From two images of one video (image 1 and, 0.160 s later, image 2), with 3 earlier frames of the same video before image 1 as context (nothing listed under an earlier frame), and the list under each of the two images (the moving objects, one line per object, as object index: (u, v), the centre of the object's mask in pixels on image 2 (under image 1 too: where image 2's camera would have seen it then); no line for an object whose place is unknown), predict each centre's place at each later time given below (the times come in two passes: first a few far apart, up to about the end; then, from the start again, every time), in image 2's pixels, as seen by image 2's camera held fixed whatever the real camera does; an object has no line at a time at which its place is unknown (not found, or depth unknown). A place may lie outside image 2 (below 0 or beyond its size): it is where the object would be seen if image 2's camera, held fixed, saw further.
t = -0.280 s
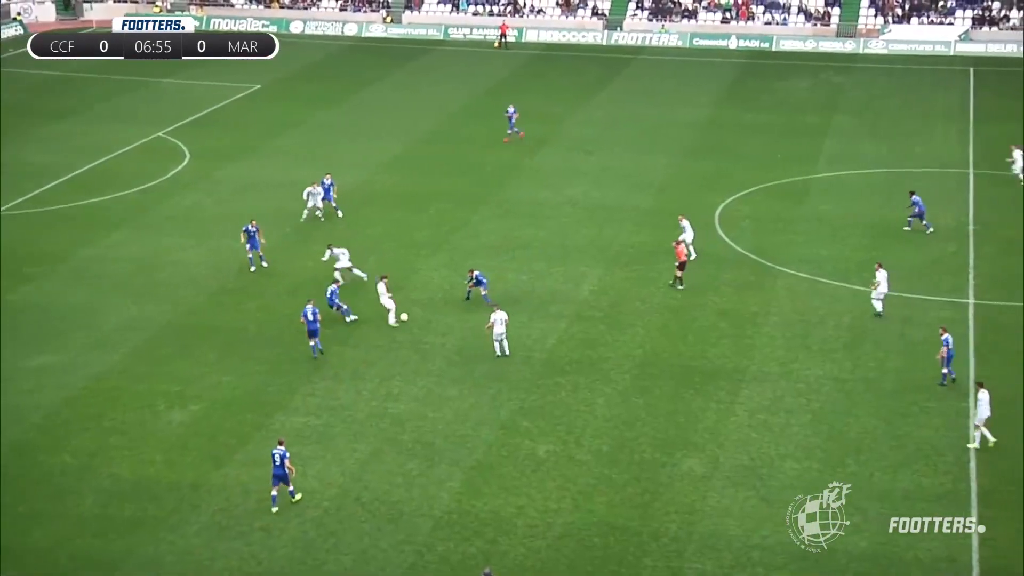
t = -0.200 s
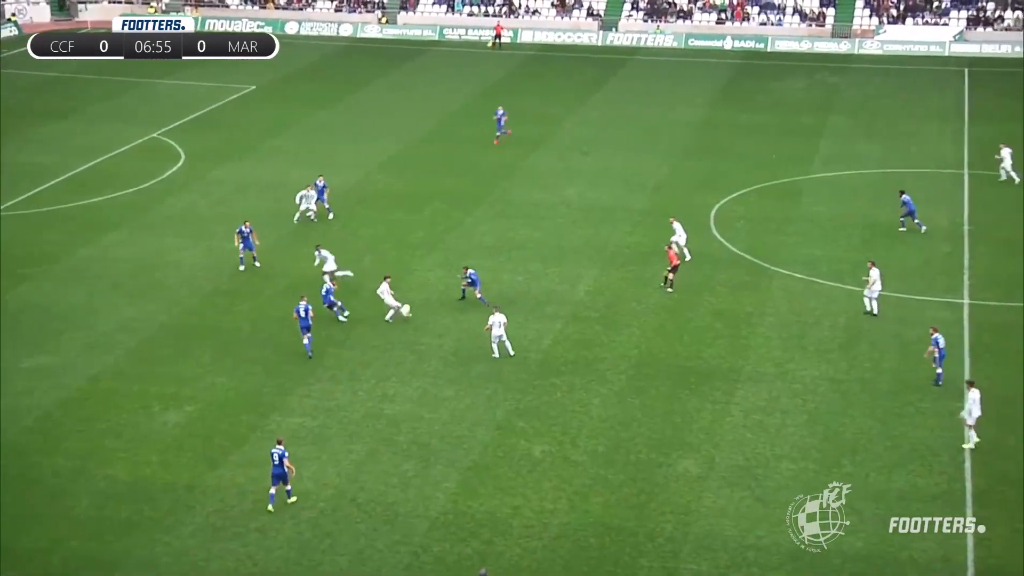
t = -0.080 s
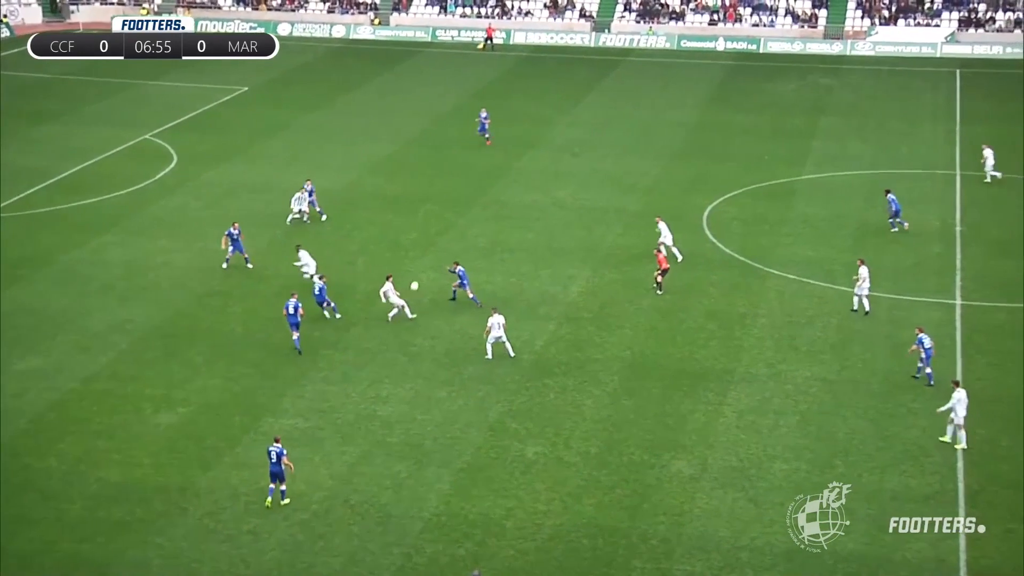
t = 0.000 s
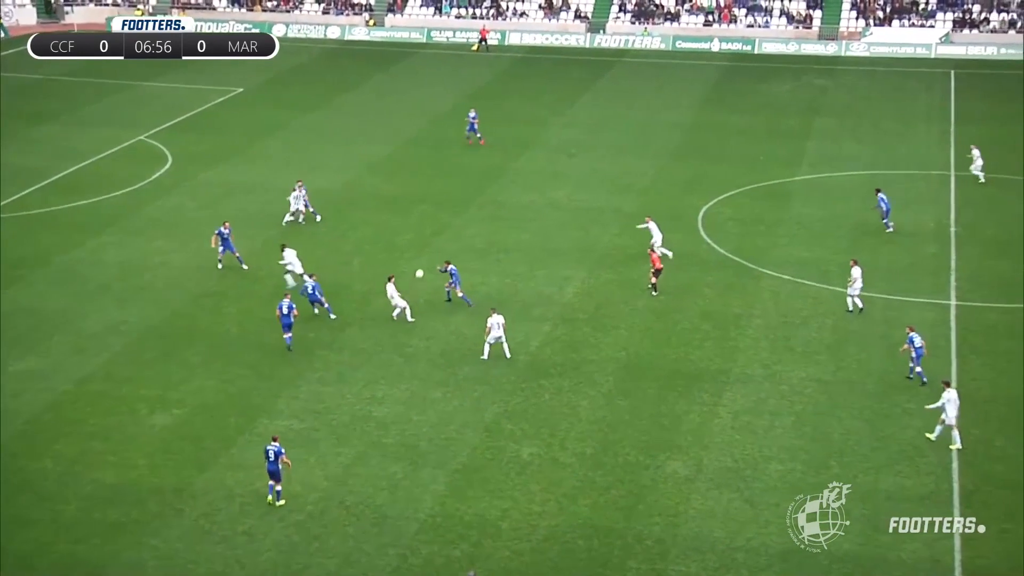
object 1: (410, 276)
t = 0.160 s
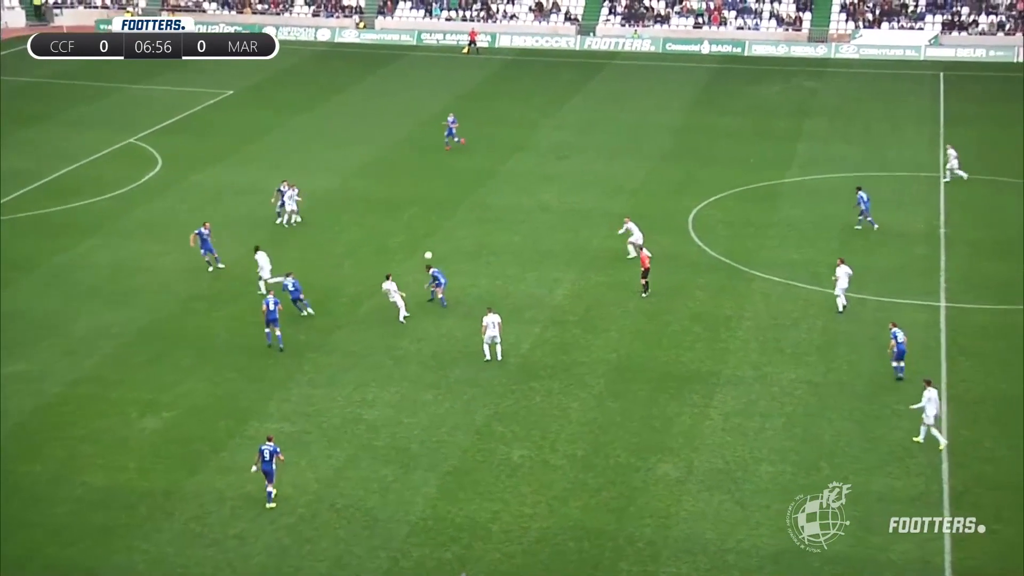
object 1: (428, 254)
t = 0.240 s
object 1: (436, 247)
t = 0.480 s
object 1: (457, 235)
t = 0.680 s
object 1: (471, 237)
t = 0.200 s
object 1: (432, 250)
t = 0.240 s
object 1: (436, 247)
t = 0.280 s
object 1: (440, 244)
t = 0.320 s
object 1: (443, 241)
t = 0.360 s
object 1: (446, 238)
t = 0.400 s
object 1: (450, 237)
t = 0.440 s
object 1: (454, 236)
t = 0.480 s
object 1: (457, 235)
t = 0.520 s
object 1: (460, 235)
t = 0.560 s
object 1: (463, 235)
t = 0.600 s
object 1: (466, 235)
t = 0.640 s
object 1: (469, 236)
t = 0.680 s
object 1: (471, 237)
